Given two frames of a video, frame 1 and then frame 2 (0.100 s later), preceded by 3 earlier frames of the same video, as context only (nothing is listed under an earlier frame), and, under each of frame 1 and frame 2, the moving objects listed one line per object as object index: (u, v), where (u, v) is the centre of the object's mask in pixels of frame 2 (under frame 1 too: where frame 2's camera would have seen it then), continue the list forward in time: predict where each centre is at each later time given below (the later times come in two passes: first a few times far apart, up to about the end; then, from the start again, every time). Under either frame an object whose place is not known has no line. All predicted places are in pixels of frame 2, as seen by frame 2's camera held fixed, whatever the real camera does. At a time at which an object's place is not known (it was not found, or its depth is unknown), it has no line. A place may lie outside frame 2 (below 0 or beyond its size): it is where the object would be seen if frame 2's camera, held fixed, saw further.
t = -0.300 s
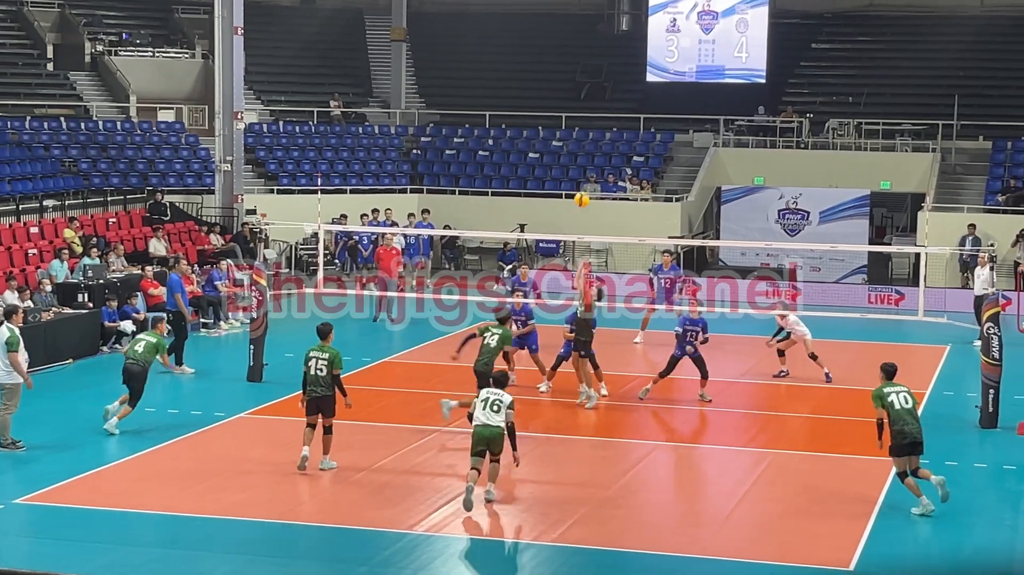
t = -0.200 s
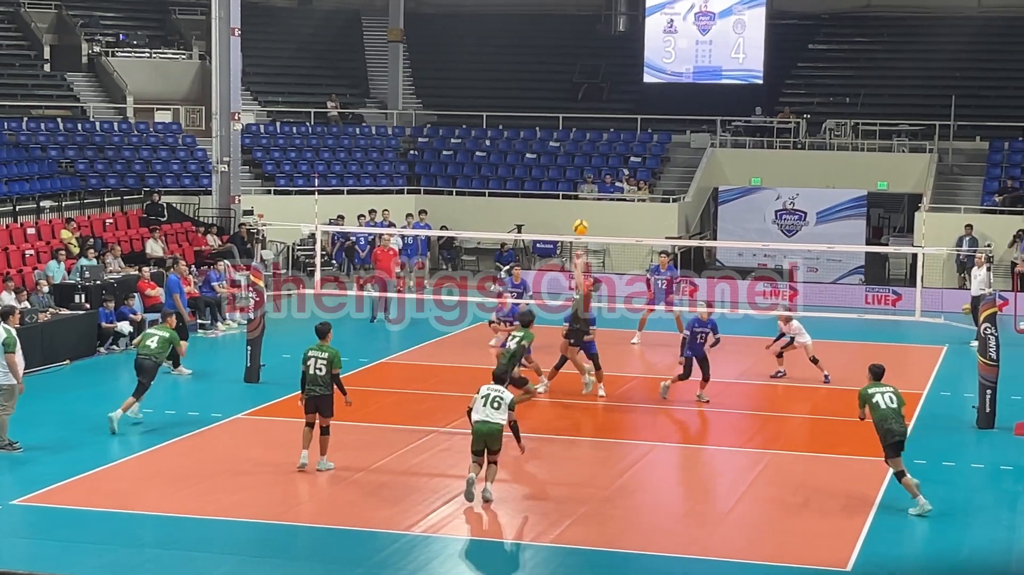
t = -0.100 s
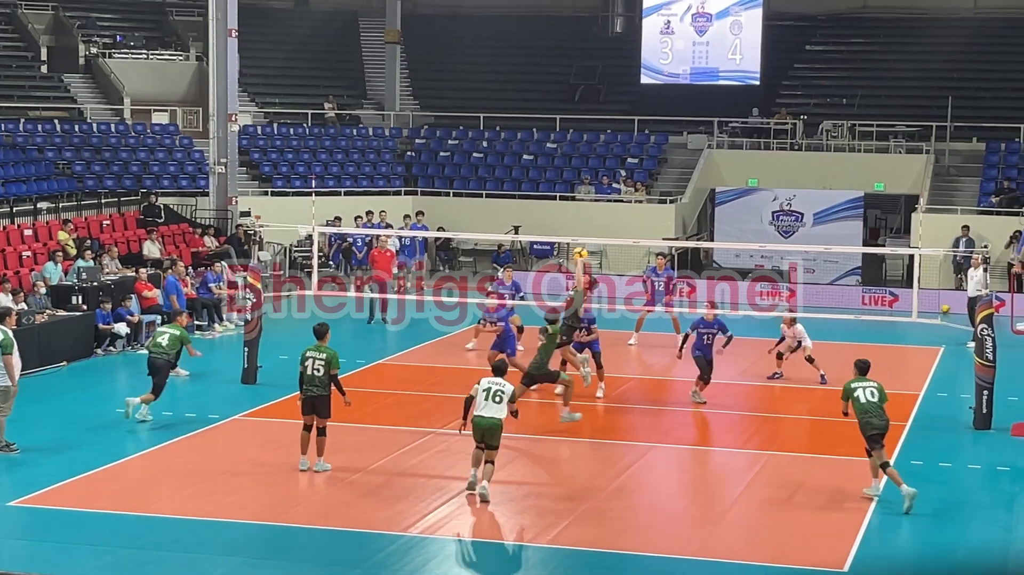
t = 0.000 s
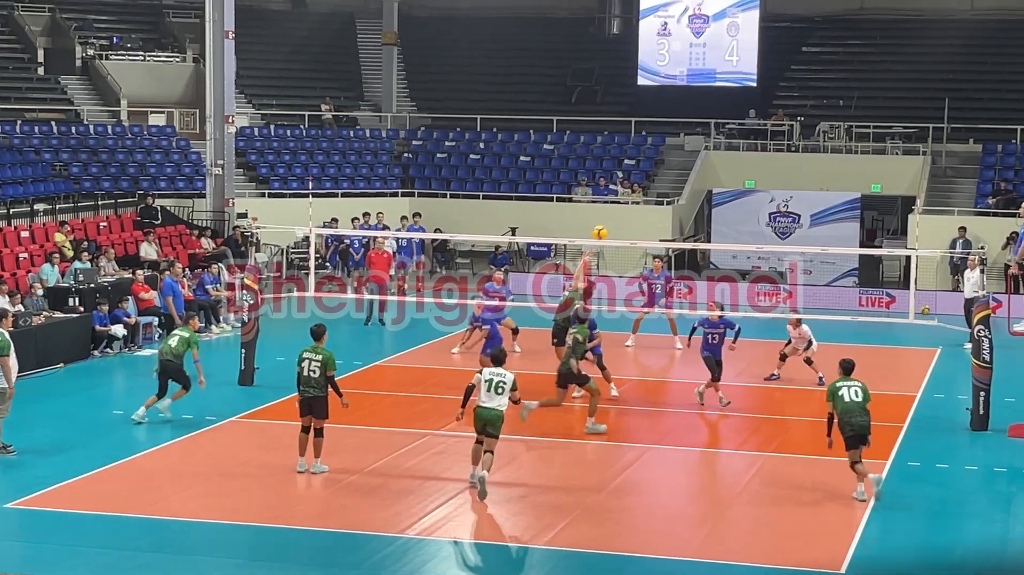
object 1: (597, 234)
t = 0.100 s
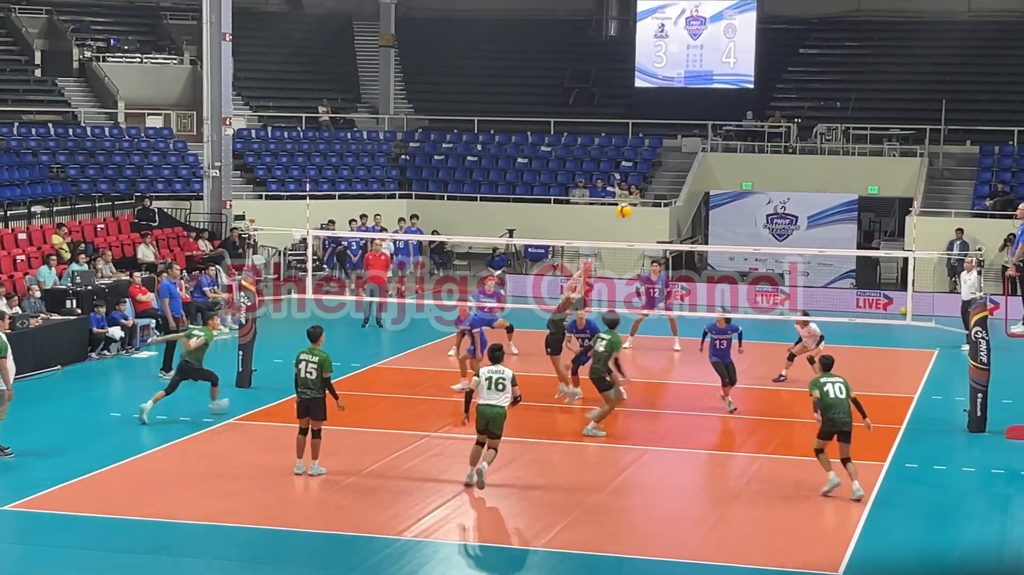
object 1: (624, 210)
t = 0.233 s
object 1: (658, 189)
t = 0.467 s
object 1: (718, 181)
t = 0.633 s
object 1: (759, 197)
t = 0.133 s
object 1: (633, 203)
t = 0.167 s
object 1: (641, 198)
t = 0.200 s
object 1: (650, 193)
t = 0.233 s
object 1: (658, 189)
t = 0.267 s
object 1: (667, 186)
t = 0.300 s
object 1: (676, 183)
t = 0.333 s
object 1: (684, 181)
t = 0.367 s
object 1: (693, 180)
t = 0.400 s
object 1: (701, 180)
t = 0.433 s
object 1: (709, 180)
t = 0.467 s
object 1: (718, 181)
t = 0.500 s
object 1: (726, 182)
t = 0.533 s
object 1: (735, 185)
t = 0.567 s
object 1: (743, 188)
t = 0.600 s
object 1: (751, 192)
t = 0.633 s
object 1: (759, 197)
